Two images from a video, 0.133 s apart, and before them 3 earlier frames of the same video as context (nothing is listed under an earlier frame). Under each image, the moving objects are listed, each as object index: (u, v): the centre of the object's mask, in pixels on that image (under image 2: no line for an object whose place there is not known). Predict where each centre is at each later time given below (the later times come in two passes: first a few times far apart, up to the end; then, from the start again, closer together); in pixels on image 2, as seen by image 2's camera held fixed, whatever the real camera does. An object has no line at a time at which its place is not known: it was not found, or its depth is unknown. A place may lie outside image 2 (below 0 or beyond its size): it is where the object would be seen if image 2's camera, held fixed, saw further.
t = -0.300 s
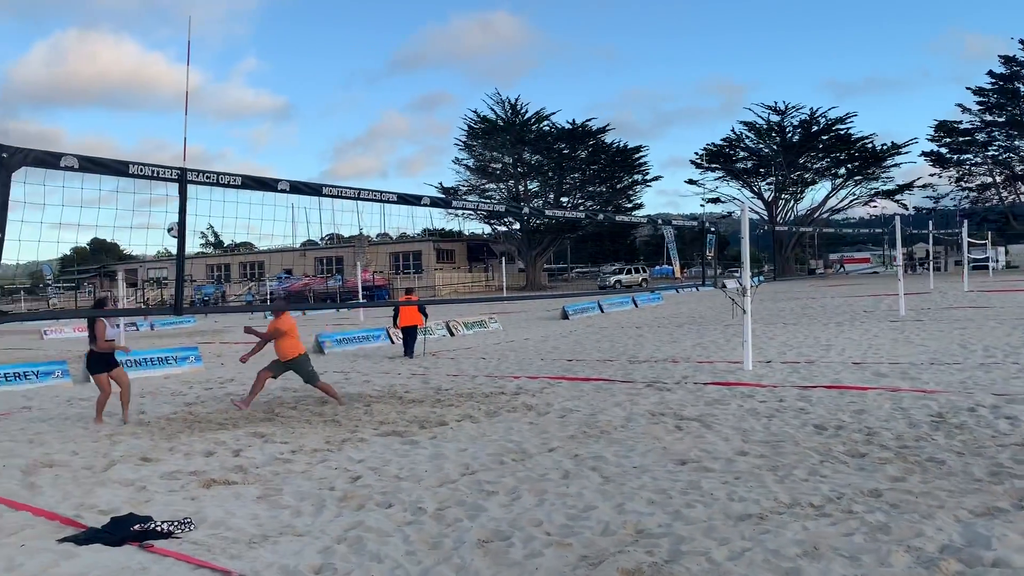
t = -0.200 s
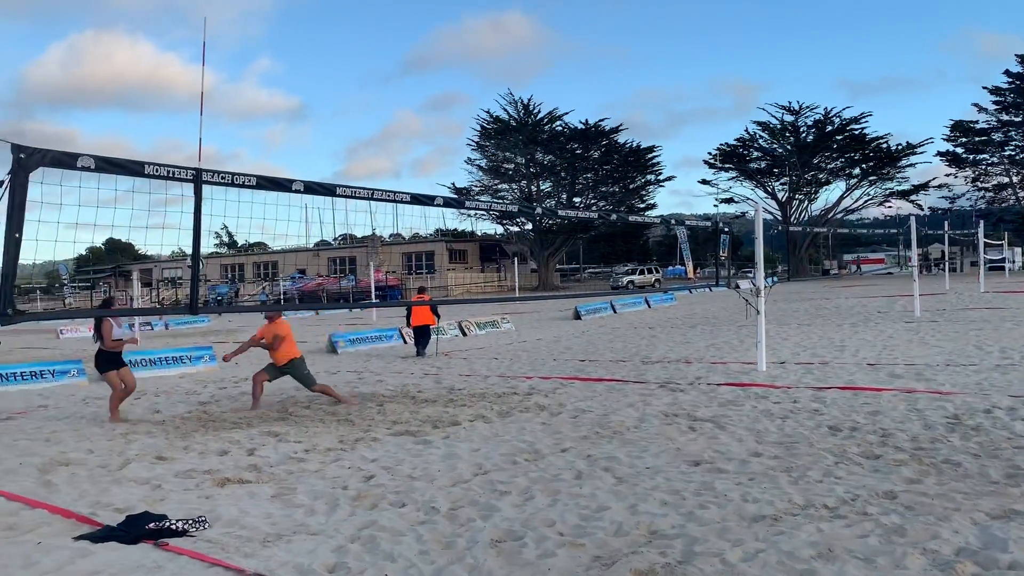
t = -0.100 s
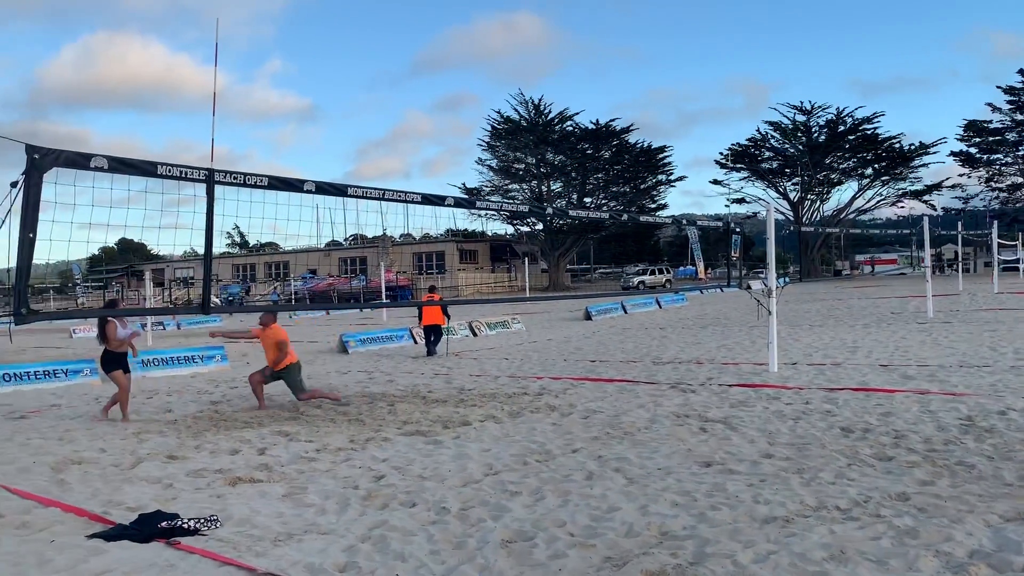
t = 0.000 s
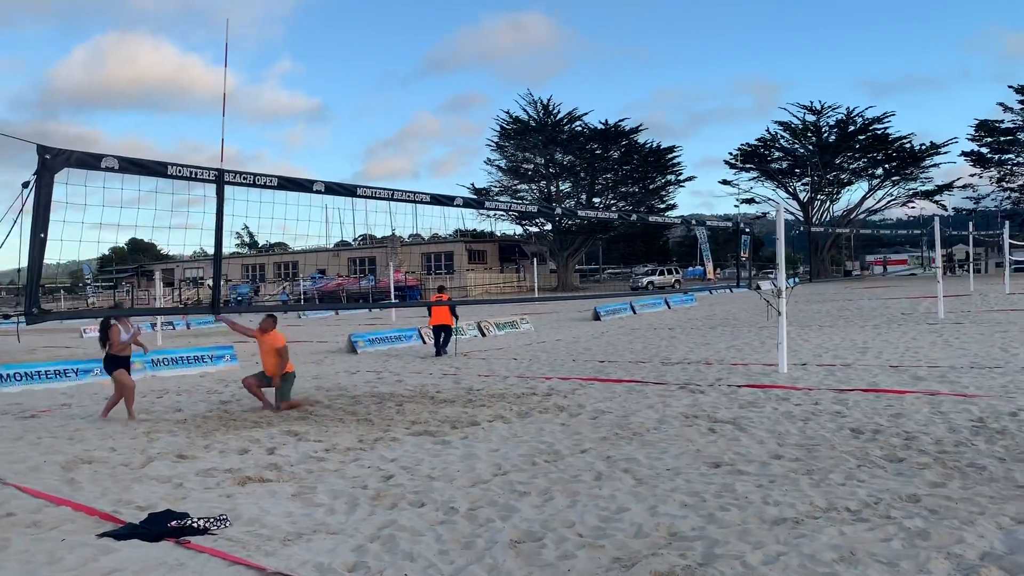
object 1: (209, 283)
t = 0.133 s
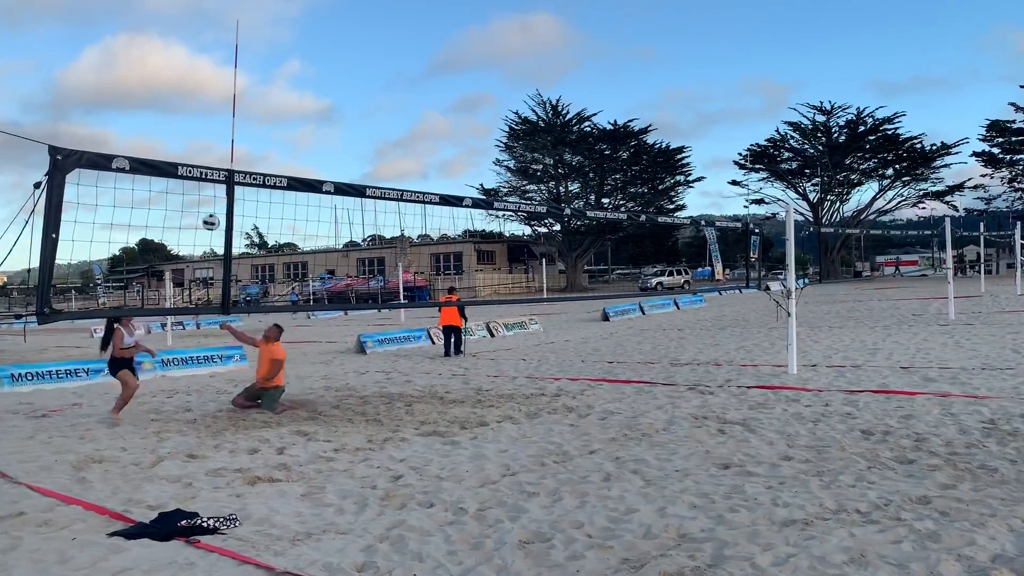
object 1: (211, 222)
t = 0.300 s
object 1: (192, 160)
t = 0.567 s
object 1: (163, 114)
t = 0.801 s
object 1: (136, 116)
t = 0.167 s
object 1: (207, 209)
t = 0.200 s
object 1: (203, 196)
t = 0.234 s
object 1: (199, 187)
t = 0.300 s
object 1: (192, 160)
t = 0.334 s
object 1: (188, 155)
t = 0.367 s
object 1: (185, 146)
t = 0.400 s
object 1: (181, 139)
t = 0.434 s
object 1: (178, 132)
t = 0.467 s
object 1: (174, 126)
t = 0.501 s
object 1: (170, 121)
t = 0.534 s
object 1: (166, 117)
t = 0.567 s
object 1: (163, 114)
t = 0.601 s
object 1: (159, 112)
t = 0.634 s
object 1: (155, 111)
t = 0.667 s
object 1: (151, 110)
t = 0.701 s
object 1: (147, 110)
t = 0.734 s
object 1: (144, 111)
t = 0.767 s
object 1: (140, 113)
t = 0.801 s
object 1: (136, 116)
